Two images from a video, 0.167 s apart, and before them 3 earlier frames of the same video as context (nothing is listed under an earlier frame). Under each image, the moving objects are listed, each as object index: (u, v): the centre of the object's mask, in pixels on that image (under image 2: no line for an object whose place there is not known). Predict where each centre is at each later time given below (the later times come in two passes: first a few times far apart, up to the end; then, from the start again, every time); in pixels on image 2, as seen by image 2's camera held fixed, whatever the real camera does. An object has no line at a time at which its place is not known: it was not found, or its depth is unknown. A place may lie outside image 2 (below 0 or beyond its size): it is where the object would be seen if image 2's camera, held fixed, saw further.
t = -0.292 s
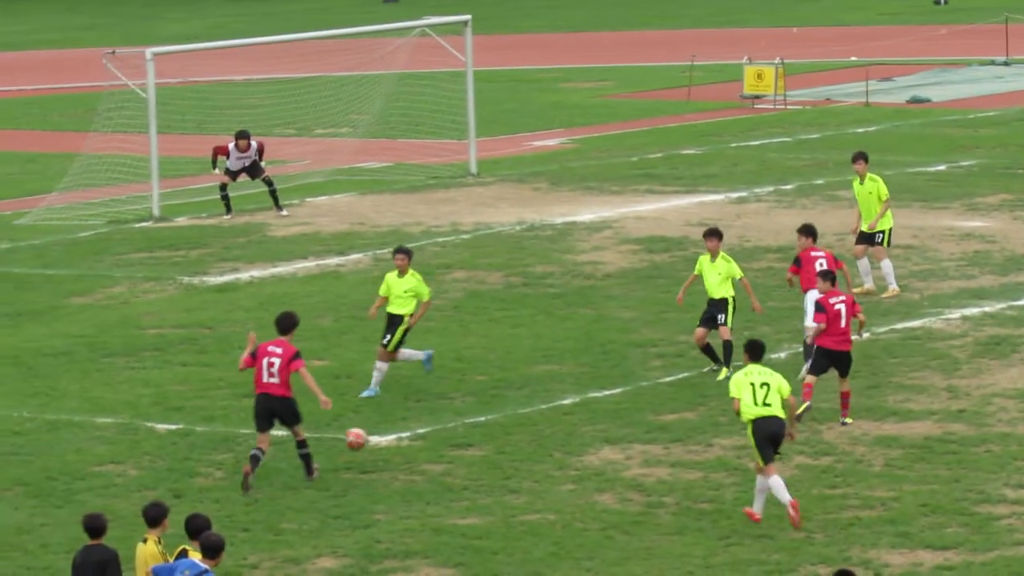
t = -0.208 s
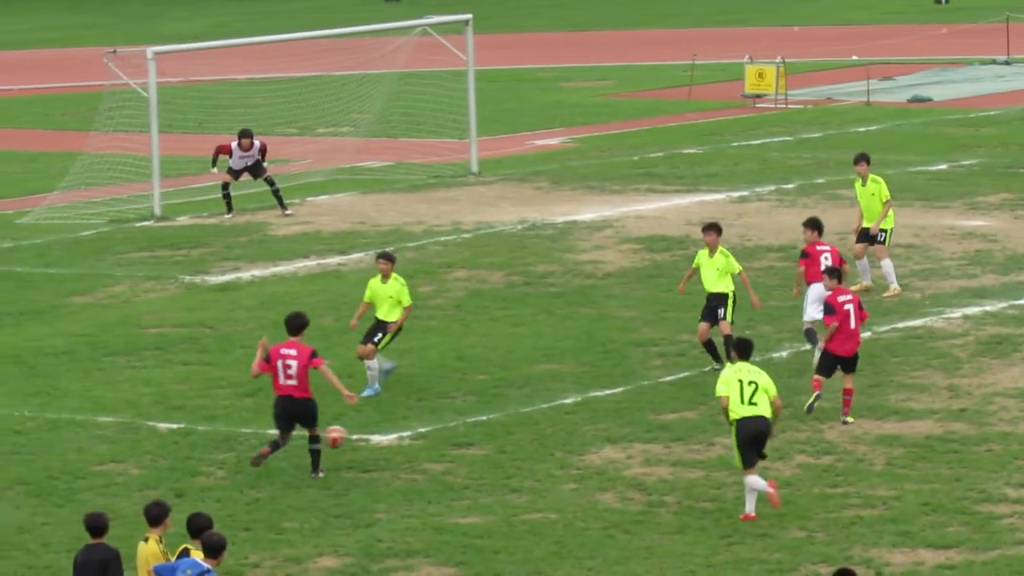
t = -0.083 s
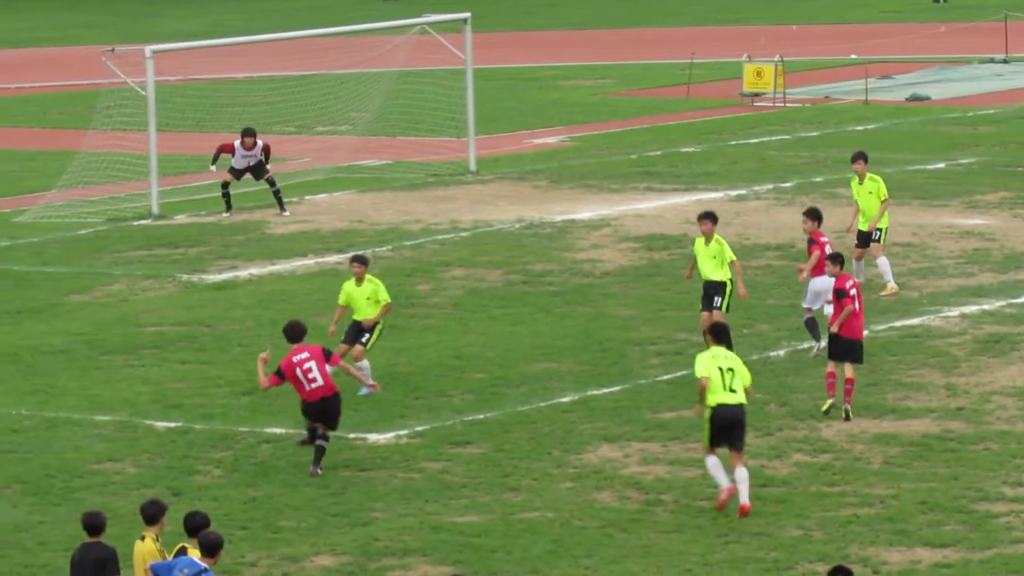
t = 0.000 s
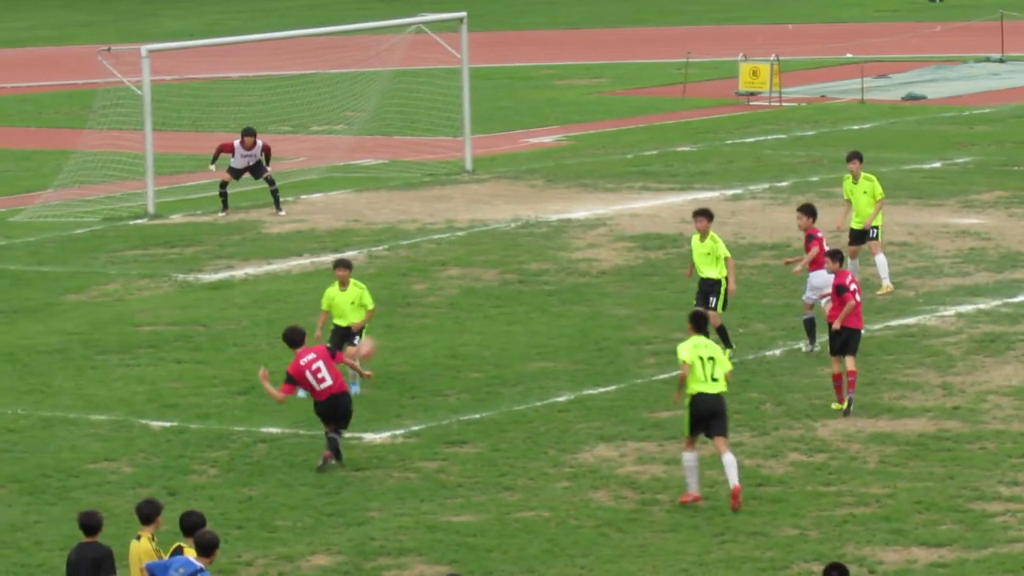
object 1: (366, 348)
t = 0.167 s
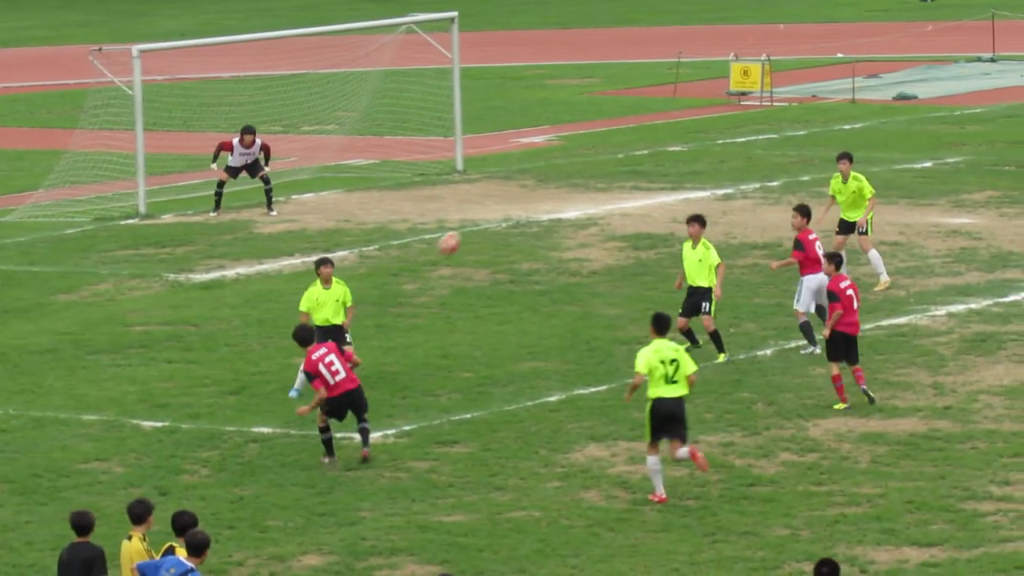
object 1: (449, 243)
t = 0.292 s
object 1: (516, 186)
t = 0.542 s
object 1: (631, 121)
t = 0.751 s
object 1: (720, 111)
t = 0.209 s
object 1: (471, 224)
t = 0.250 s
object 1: (494, 204)
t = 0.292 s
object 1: (516, 186)
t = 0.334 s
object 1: (536, 170)
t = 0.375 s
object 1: (557, 156)
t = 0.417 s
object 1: (576, 145)
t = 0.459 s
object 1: (595, 136)
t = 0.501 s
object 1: (613, 128)
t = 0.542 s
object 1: (631, 121)
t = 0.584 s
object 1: (650, 116)
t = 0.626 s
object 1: (668, 113)
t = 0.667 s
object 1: (686, 111)
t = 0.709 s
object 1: (703, 110)
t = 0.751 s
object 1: (720, 111)
